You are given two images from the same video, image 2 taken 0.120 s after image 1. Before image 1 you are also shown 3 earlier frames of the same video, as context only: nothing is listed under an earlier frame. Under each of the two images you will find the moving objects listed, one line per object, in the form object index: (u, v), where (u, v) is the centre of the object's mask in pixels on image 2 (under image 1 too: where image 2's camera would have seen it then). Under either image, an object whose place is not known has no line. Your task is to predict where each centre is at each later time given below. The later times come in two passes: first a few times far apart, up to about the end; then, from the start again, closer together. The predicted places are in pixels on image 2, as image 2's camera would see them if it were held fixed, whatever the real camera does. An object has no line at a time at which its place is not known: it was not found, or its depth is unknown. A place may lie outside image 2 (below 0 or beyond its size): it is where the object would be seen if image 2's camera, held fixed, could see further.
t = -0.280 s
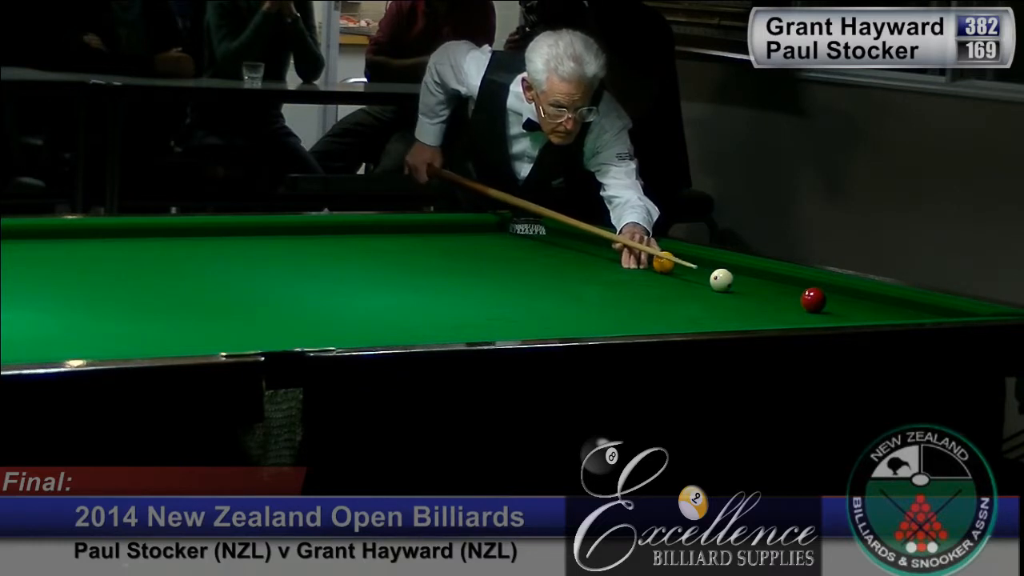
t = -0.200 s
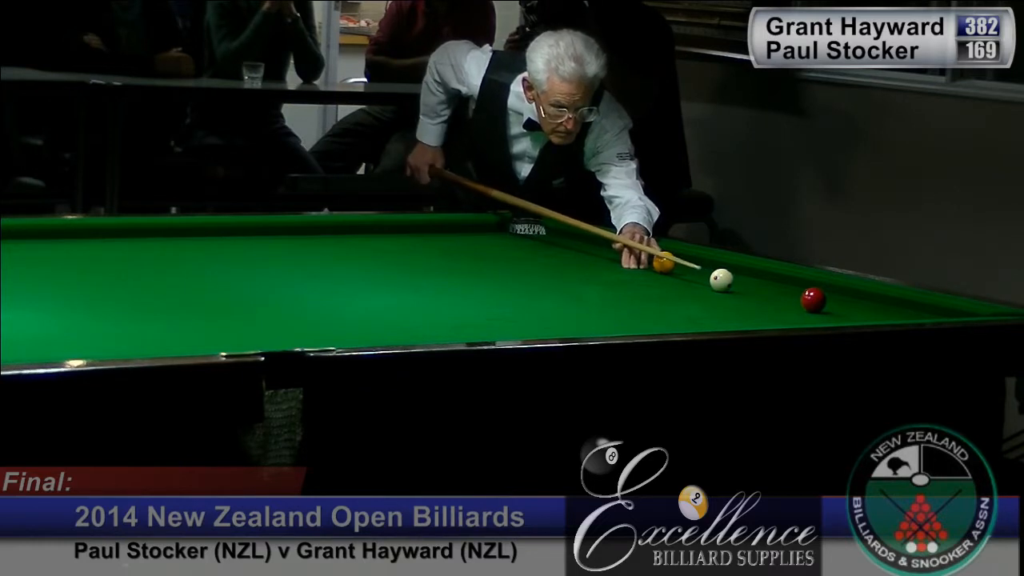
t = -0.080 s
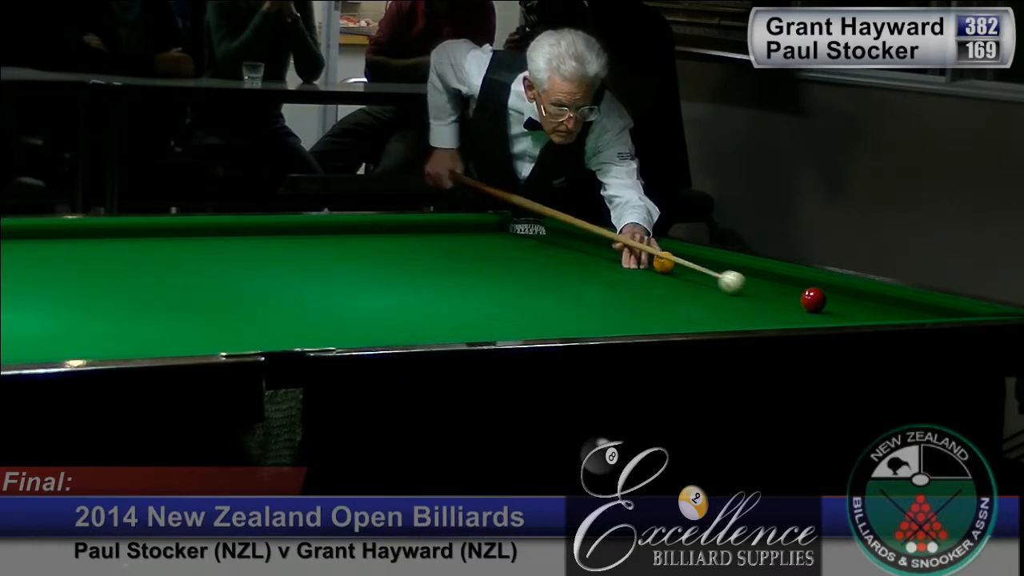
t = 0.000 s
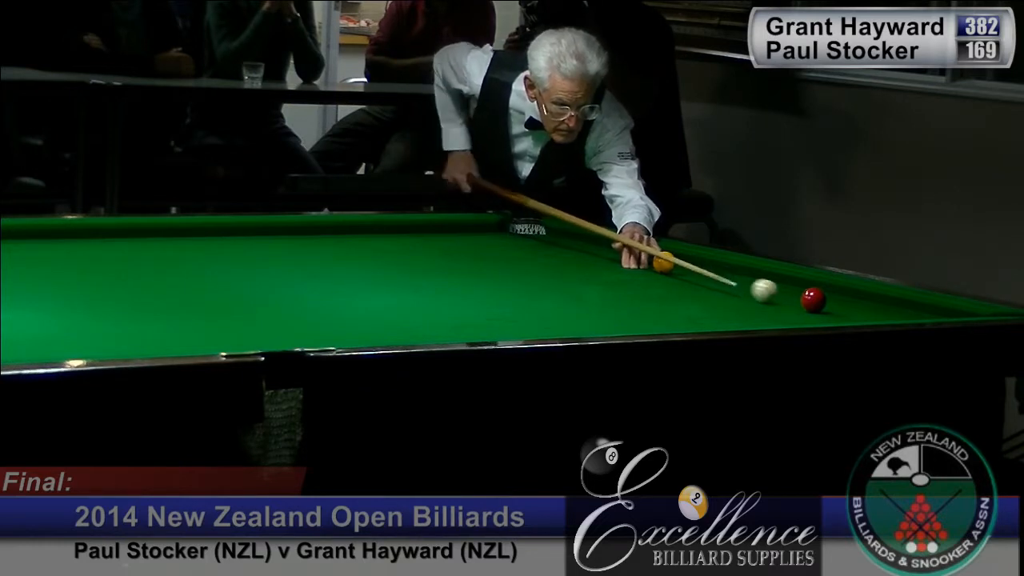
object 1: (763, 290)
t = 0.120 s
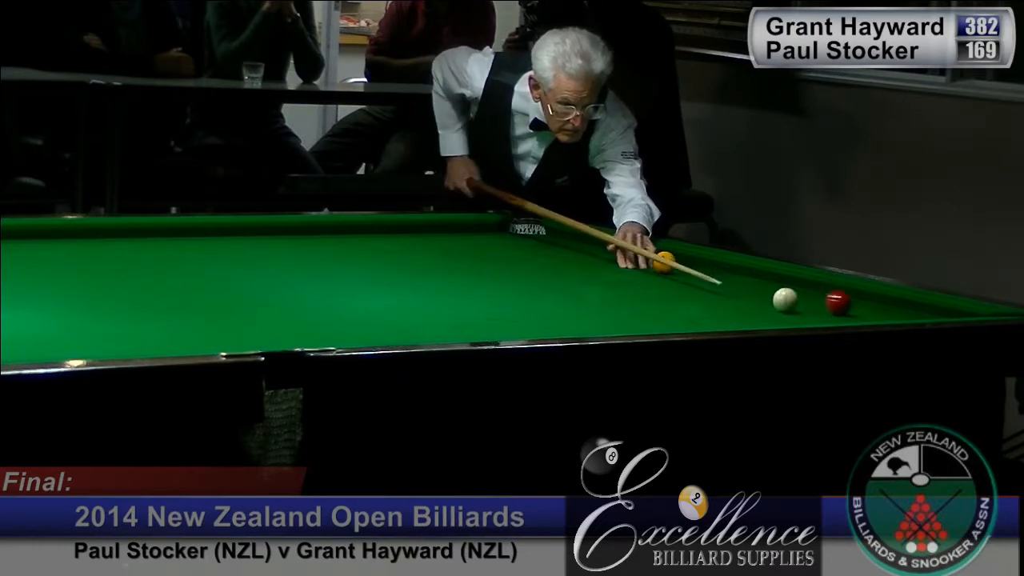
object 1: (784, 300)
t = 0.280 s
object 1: (784, 308)
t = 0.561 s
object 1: (787, 320)
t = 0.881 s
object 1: (712, 319)
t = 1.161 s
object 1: (636, 317)
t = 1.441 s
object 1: (566, 311)
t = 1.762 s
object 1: (492, 305)
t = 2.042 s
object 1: (434, 300)
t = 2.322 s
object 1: (380, 296)
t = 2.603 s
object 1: (331, 291)
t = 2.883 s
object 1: (286, 287)
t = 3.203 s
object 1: (240, 283)
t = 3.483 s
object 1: (204, 280)
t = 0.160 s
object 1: (783, 302)
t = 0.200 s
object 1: (783, 304)
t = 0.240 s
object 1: (784, 306)
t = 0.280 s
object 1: (784, 308)
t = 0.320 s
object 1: (784, 311)
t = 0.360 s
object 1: (785, 312)
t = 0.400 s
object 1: (785, 314)
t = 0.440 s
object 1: (786, 316)
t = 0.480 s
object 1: (786, 317)
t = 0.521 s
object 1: (786, 318)
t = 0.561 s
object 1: (787, 320)
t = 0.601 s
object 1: (787, 321)
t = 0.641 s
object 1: (783, 322)
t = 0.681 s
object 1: (770, 321)
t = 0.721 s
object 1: (758, 321)
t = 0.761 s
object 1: (746, 320)
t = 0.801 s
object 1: (734, 320)
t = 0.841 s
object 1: (723, 320)
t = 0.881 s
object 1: (712, 319)
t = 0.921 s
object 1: (701, 319)
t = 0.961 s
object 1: (690, 319)
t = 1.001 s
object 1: (679, 318)
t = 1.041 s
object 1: (668, 318)
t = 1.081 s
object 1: (657, 318)
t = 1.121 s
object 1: (646, 317)
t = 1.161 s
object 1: (636, 317)
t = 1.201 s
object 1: (626, 316)
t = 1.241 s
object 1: (616, 316)
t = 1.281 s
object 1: (606, 314)
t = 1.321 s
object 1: (596, 314)
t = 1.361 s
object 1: (585, 313)
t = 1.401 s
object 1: (576, 312)
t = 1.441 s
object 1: (566, 311)
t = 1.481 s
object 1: (557, 310)
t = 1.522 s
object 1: (547, 310)
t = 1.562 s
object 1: (538, 309)
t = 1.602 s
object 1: (529, 308)
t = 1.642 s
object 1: (519, 307)
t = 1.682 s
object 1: (510, 306)
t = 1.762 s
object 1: (492, 305)
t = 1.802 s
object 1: (484, 304)
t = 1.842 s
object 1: (475, 304)
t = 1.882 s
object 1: (467, 303)
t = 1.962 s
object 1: (450, 302)
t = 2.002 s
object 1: (442, 301)
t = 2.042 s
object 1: (434, 300)
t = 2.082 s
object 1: (426, 300)
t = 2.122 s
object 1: (418, 299)
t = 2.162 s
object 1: (410, 298)
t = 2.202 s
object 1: (403, 297)
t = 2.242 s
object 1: (395, 297)
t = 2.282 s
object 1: (388, 296)
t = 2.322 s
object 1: (380, 296)
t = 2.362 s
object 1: (373, 295)
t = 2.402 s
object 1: (365, 294)
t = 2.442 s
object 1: (359, 294)
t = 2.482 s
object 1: (351, 293)
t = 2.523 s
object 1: (345, 293)
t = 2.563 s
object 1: (338, 292)
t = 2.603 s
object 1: (331, 291)
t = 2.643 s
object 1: (325, 291)
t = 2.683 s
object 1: (318, 290)
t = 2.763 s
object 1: (305, 289)
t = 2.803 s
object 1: (299, 288)
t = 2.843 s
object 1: (292, 288)
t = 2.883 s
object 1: (286, 287)
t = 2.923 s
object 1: (280, 287)
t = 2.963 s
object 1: (274, 286)
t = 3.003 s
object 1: (268, 286)
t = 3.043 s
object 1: (263, 285)
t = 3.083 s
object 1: (257, 285)
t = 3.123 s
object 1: (251, 284)
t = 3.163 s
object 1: (246, 284)
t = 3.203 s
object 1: (240, 283)
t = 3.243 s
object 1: (235, 283)
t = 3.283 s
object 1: (229, 282)
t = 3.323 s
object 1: (224, 282)
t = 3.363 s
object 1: (219, 281)
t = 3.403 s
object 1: (214, 281)
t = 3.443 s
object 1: (209, 280)
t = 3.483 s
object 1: (204, 280)
